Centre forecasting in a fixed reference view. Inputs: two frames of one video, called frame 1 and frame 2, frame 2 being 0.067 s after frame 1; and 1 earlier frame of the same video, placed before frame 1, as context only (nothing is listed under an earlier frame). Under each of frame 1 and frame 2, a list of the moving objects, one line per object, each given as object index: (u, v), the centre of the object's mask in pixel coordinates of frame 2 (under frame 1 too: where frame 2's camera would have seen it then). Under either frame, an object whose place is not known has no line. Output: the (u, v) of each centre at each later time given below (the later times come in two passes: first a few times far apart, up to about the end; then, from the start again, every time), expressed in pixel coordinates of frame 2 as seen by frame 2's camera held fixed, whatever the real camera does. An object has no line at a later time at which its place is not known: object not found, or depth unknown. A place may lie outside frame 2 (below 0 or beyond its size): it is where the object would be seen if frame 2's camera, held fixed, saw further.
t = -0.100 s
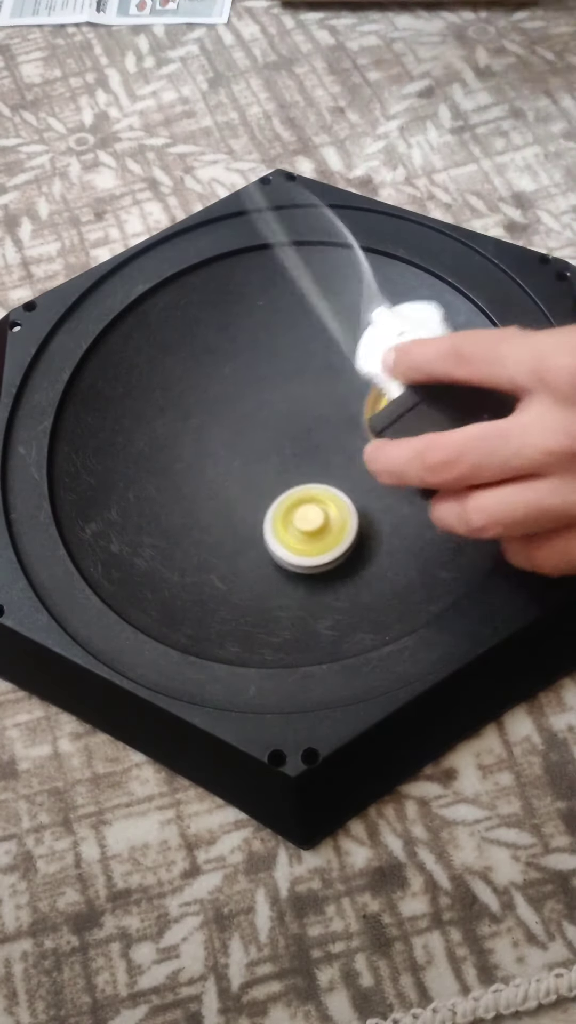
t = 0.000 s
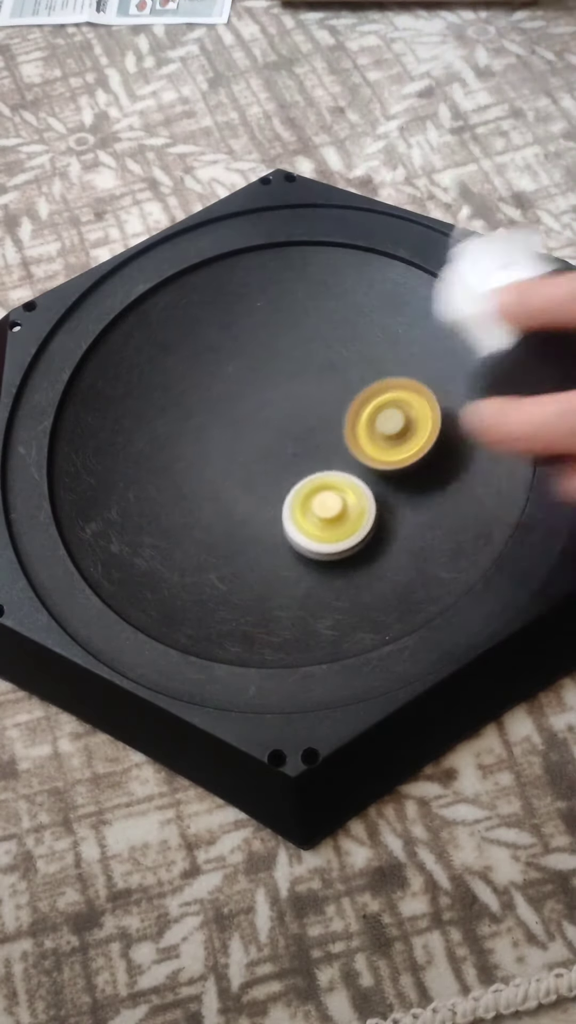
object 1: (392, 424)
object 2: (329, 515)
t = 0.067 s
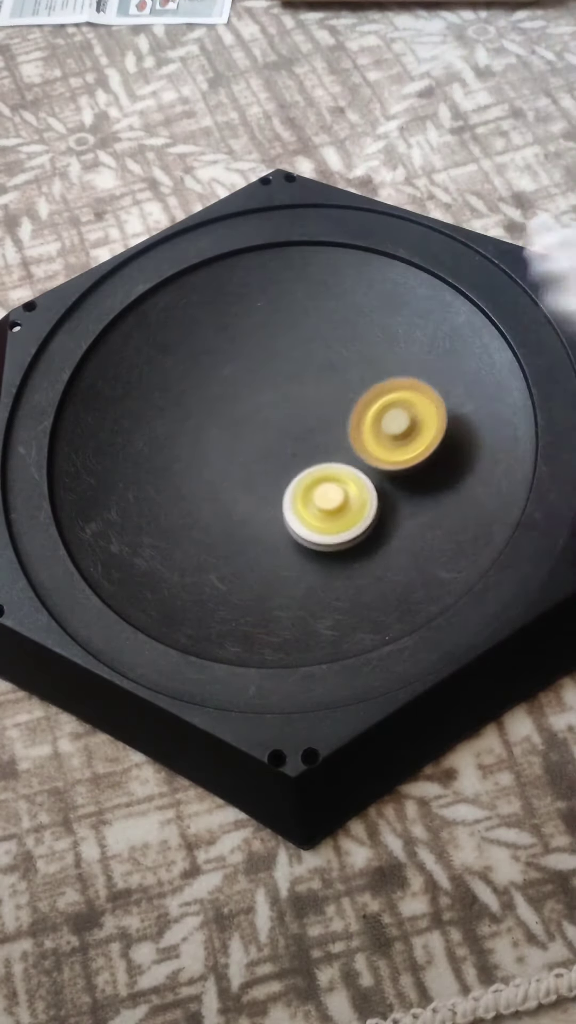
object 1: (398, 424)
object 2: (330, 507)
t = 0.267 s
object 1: (432, 399)
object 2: (302, 489)
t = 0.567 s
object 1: (400, 406)
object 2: (242, 493)
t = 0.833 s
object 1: (353, 478)
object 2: (250, 516)
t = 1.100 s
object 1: (451, 498)
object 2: (232, 495)
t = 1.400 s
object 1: (391, 434)
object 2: (238, 469)
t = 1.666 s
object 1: (326, 491)
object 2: (190, 441)
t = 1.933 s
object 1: (310, 525)
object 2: (221, 467)
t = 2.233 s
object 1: (294, 517)
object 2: (263, 426)
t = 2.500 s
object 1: (247, 499)
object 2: (275, 388)
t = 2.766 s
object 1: (207, 488)
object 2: (245, 393)
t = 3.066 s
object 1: (200, 474)
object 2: (275, 413)
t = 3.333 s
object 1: (212, 438)
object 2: (324, 398)
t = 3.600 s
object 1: (227, 399)
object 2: (316, 378)
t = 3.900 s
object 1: (219, 396)
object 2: (312, 390)
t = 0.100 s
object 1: (409, 416)
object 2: (324, 504)
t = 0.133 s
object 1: (416, 411)
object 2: (320, 500)
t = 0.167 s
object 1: (422, 407)
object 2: (316, 496)
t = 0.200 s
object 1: (426, 404)
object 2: (312, 493)
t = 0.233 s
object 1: (429, 402)
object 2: (307, 491)
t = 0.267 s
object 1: (432, 399)
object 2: (302, 489)
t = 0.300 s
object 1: (433, 397)
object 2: (295, 489)
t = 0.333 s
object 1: (432, 394)
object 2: (288, 488)
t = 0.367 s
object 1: (431, 392)
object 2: (280, 488)
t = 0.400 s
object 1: (428, 392)
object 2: (273, 488)
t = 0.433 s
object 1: (424, 392)
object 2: (266, 488)
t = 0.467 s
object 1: (419, 394)
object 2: (259, 488)
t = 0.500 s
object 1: (413, 396)
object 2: (253, 489)
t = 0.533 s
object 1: (407, 400)
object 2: (247, 491)
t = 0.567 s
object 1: (400, 406)
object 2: (242, 493)
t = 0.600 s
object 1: (393, 413)
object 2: (238, 496)
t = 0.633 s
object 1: (386, 420)
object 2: (236, 500)
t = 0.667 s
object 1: (379, 429)
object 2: (236, 503)
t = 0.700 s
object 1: (373, 438)
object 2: (236, 507)
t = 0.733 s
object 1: (368, 448)
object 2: (238, 510)
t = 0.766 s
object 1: (362, 458)
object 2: (241, 513)
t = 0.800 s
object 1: (357, 468)
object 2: (245, 515)
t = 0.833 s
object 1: (353, 478)
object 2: (250, 516)
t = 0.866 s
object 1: (349, 488)
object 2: (254, 516)
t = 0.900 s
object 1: (363, 495)
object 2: (244, 512)
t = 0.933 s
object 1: (391, 506)
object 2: (228, 509)
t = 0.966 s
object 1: (411, 514)
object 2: (219, 506)
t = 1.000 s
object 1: (425, 517)
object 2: (217, 502)
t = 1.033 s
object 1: (435, 514)
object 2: (220, 498)
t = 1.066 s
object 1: (443, 507)
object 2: (226, 497)
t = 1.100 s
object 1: (451, 498)
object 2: (232, 495)
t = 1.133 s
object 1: (455, 489)
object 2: (235, 494)
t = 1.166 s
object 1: (457, 479)
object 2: (238, 492)
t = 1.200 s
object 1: (456, 469)
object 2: (239, 490)
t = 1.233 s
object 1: (452, 459)
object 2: (240, 487)
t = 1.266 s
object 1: (445, 451)
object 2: (241, 484)
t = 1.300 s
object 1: (435, 444)
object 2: (241, 481)
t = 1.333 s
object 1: (422, 438)
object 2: (240, 477)
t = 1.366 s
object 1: (407, 435)
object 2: (239, 473)
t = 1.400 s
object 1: (391, 434)
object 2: (238, 469)
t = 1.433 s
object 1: (375, 435)
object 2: (236, 465)
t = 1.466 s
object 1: (358, 438)
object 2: (234, 461)
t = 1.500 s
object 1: (342, 443)
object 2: (232, 458)
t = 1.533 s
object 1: (326, 451)
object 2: (230, 455)
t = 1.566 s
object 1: (320, 460)
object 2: (219, 449)
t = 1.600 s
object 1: (326, 475)
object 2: (204, 445)
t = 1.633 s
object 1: (329, 483)
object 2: (194, 442)
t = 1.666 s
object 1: (326, 491)
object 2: (190, 441)
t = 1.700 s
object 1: (322, 497)
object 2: (189, 443)
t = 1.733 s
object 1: (319, 503)
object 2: (192, 448)
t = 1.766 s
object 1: (316, 509)
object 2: (197, 454)
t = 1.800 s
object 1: (314, 513)
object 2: (201, 458)
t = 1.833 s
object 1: (312, 517)
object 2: (205, 462)
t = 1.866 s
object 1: (311, 520)
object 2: (210, 465)
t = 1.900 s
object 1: (311, 523)
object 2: (216, 467)
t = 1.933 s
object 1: (310, 525)
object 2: (221, 467)
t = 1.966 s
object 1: (310, 526)
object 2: (227, 467)
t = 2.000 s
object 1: (309, 527)
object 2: (232, 464)
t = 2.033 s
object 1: (308, 527)
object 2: (237, 461)
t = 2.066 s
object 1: (307, 526)
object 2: (242, 457)
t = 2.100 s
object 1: (306, 525)
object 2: (245, 451)
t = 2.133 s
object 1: (304, 523)
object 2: (250, 445)
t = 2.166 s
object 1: (301, 522)
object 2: (254, 439)
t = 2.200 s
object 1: (298, 520)
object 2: (258, 432)
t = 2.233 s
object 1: (294, 517)
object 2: (263, 426)
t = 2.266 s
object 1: (289, 515)
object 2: (267, 420)
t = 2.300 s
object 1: (284, 513)
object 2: (271, 414)
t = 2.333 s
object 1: (279, 511)
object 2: (275, 409)
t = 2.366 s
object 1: (272, 508)
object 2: (278, 404)
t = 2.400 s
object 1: (266, 506)
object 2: (279, 399)
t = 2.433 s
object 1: (260, 504)
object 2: (279, 394)
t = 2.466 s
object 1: (253, 501)
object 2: (278, 391)
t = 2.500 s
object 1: (247, 499)
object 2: (275, 388)
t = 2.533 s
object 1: (240, 497)
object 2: (272, 386)
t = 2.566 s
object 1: (234, 495)
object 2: (268, 384)
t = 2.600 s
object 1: (229, 494)
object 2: (263, 384)
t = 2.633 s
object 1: (224, 492)
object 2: (259, 384)
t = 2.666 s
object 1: (219, 491)
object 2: (255, 385)
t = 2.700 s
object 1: (215, 490)
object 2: (251, 387)
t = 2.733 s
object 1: (211, 489)
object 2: (248, 390)
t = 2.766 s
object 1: (207, 488)
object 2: (245, 393)
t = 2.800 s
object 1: (204, 488)
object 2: (244, 397)
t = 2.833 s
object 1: (202, 487)
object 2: (244, 401)
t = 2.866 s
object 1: (201, 486)
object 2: (245, 404)
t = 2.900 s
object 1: (200, 485)
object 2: (247, 407)
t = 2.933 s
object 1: (199, 483)
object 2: (251, 410)
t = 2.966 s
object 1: (199, 482)
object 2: (256, 411)
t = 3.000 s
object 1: (199, 479)
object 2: (262, 413)
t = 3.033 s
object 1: (199, 477)
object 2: (268, 413)
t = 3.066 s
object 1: (200, 474)
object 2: (275, 413)
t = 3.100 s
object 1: (201, 470)
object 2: (283, 412)
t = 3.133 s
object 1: (202, 467)
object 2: (290, 410)
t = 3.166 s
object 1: (204, 463)
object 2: (297, 409)
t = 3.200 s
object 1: (205, 458)
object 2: (304, 407)
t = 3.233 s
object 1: (207, 454)
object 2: (311, 405)
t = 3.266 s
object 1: (209, 449)
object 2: (316, 403)
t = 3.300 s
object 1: (210, 444)
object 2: (321, 401)
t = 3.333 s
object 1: (212, 438)
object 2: (324, 398)
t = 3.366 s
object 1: (214, 433)
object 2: (327, 394)
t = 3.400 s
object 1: (216, 427)
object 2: (328, 391)
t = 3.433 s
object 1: (218, 422)
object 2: (328, 388)
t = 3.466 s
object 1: (220, 417)
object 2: (327, 384)
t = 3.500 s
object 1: (222, 412)
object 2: (325, 382)
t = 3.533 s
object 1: (224, 407)
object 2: (322, 380)
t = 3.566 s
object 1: (226, 403)
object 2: (319, 378)
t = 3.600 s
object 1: (227, 399)
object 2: (316, 378)
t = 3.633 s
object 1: (219, 397)
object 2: (320, 376)
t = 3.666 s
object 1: (217, 396)
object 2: (321, 375)
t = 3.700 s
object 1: (216, 394)
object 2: (319, 375)
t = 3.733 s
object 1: (216, 393)
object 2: (316, 376)
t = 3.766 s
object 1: (216, 393)
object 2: (313, 378)
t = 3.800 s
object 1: (216, 394)
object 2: (311, 380)
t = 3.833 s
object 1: (217, 394)
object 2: (309, 382)
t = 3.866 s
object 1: (217, 395)
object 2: (310, 386)
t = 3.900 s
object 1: (219, 396)
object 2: (312, 390)
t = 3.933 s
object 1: (221, 397)
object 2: (314, 394)
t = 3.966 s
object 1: (224, 398)
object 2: (317, 397)
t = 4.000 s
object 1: (228, 399)
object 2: (321, 400)
